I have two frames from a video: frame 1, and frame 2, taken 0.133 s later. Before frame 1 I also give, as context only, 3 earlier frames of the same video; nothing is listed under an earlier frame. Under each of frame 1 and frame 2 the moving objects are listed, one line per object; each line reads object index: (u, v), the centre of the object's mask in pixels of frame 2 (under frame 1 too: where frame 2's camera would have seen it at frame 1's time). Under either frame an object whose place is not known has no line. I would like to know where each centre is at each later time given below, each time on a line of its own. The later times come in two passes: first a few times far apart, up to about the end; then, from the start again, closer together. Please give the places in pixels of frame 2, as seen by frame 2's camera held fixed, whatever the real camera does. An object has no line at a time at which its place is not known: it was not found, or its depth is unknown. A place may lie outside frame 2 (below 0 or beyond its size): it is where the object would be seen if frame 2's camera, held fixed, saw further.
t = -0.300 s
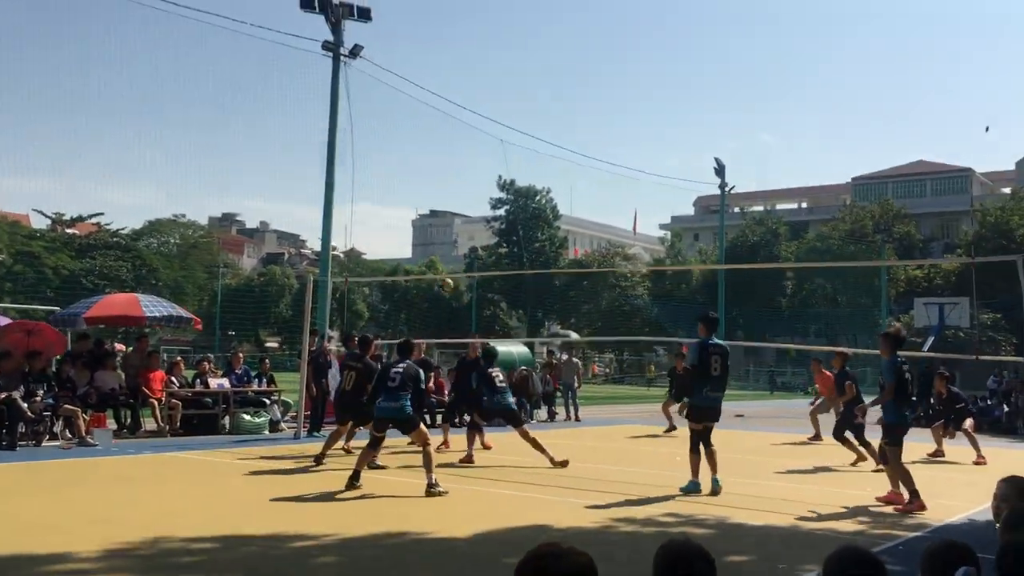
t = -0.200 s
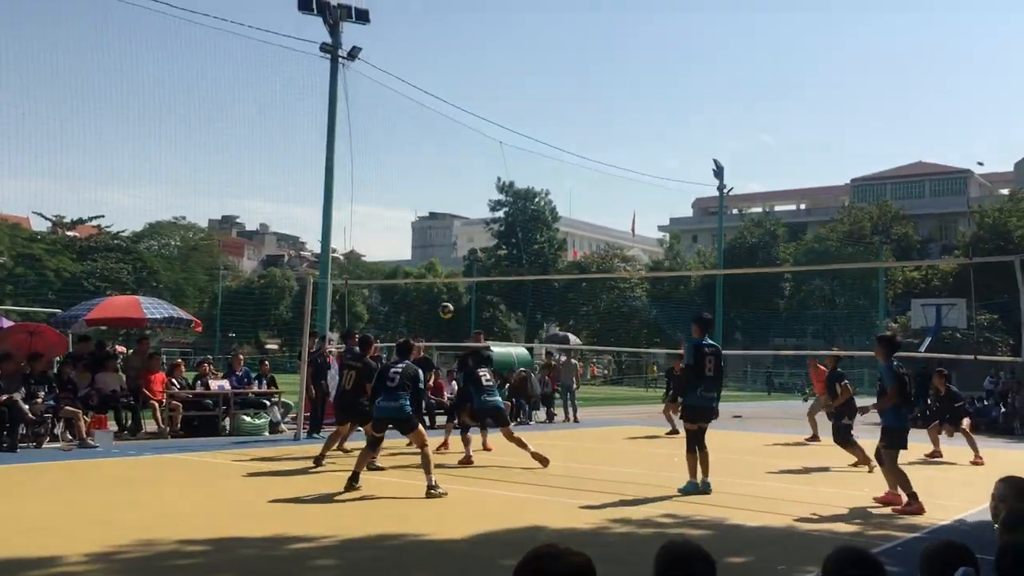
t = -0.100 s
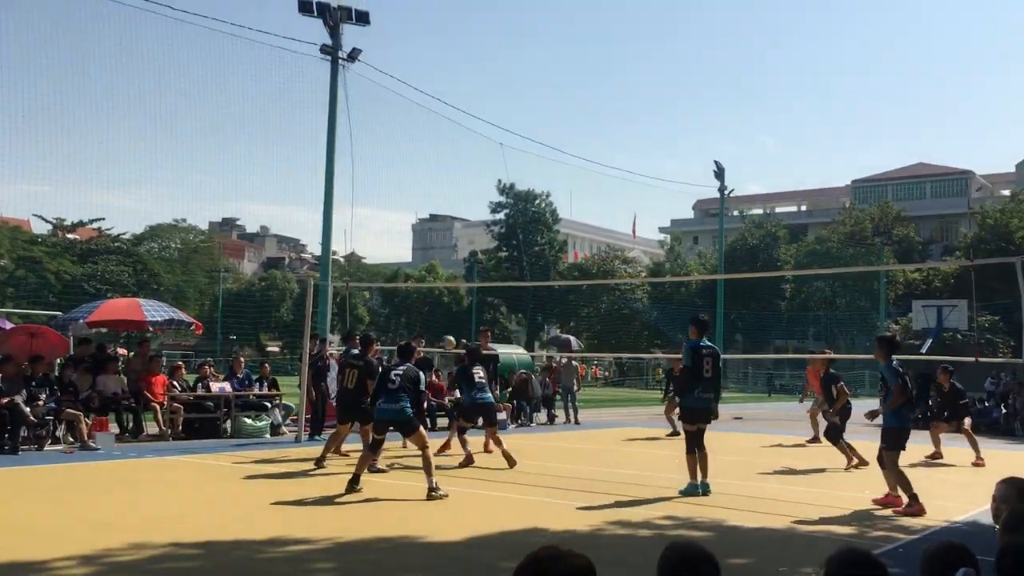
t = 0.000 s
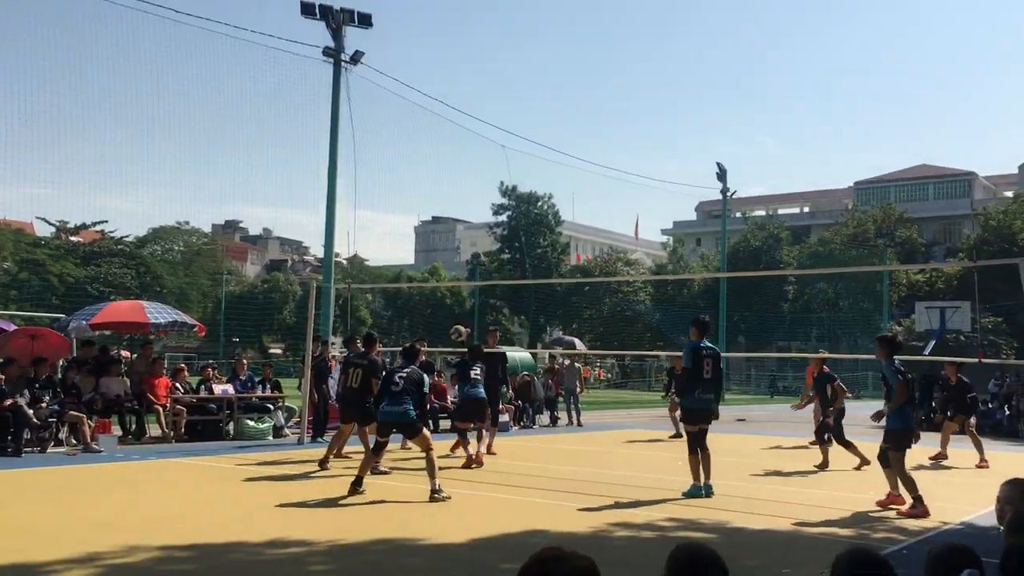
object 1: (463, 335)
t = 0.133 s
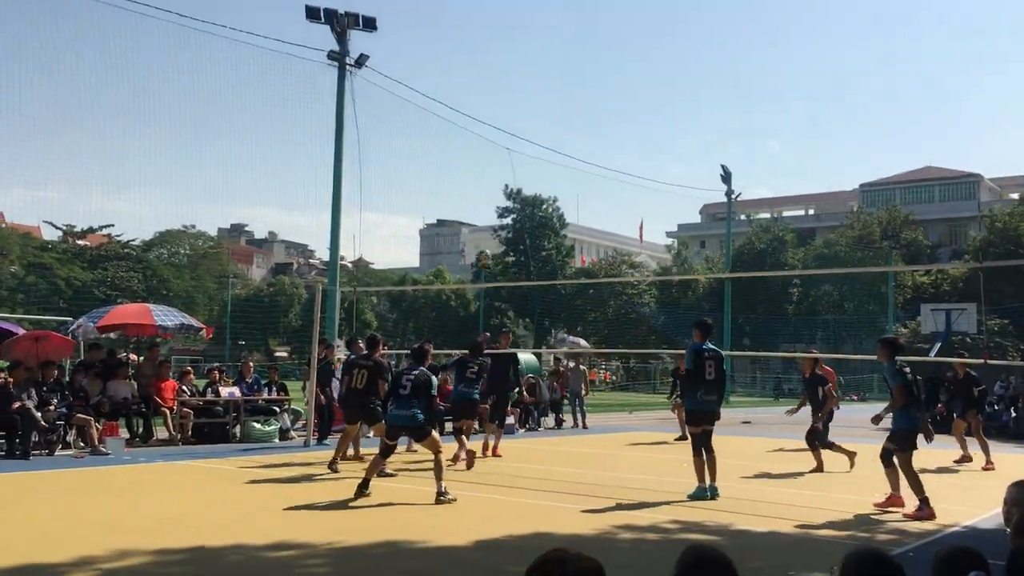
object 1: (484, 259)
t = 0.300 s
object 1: (507, 180)
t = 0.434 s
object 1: (526, 134)
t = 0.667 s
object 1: (560, 86)
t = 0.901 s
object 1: (593, 76)
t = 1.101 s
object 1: (619, 99)
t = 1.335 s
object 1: (650, 163)
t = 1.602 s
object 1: (684, 273)
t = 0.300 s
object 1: (507, 180)
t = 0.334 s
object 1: (512, 167)
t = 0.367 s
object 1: (516, 156)
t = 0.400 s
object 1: (521, 144)
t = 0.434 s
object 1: (526, 134)
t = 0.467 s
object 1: (531, 125)
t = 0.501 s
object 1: (536, 116)
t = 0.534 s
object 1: (541, 108)
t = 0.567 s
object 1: (546, 101)
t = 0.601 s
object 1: (551, 95)
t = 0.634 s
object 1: (556, 90)
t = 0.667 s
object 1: (560, 86)
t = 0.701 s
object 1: (565, 82)
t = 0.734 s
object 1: (569, 79)
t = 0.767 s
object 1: (574, 77)
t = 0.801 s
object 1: (579, 75)
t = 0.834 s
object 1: (584, 74)
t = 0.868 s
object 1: (588, 75)
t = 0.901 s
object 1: (593, 76)
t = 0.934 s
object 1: (597, 78)
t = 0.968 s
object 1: (602, 81)
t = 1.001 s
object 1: (606, 84)
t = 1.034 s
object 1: (610, 88)
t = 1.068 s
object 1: (615, 93)
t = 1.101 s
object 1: (619, 99)
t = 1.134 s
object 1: (624, 105)
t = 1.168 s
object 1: (629, 112)
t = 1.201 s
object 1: (633, 121)
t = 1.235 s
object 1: (637, 130)
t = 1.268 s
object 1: (642, 139)
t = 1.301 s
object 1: (645, 149)
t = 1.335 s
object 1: (650, 163)
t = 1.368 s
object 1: (653, 174)
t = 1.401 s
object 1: (660, 185)
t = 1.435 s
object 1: (663, 199)
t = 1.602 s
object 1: (684, 273)
